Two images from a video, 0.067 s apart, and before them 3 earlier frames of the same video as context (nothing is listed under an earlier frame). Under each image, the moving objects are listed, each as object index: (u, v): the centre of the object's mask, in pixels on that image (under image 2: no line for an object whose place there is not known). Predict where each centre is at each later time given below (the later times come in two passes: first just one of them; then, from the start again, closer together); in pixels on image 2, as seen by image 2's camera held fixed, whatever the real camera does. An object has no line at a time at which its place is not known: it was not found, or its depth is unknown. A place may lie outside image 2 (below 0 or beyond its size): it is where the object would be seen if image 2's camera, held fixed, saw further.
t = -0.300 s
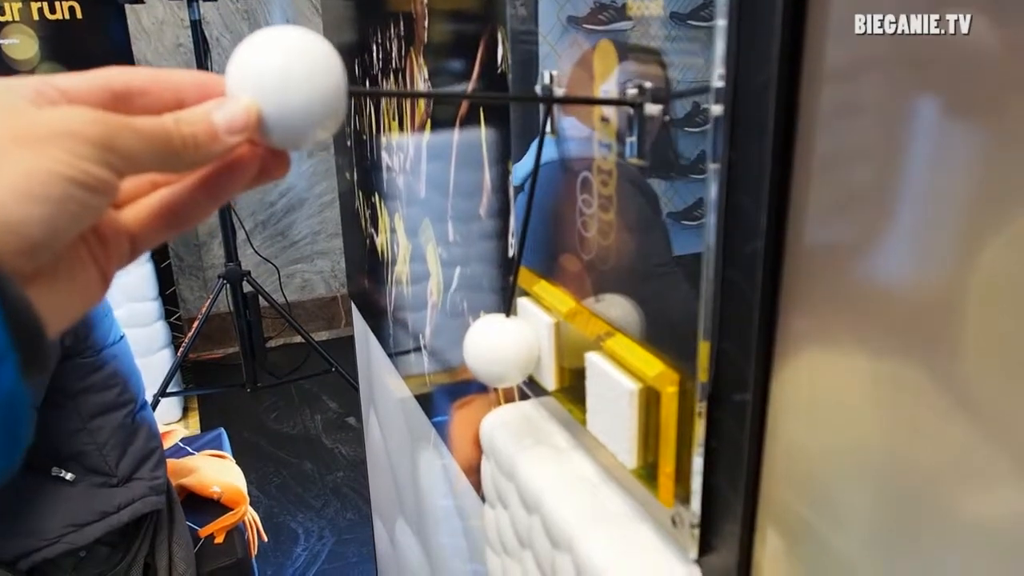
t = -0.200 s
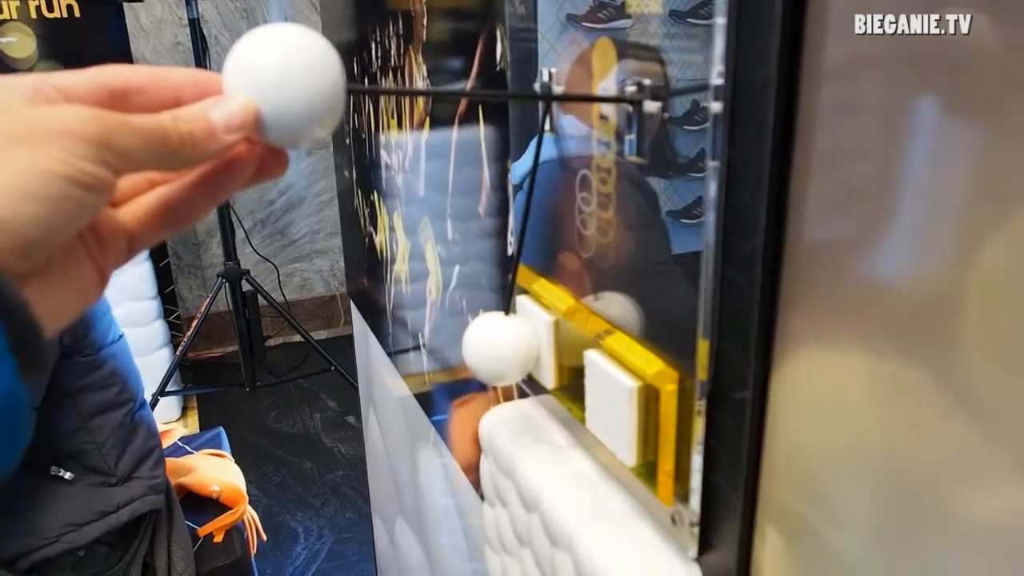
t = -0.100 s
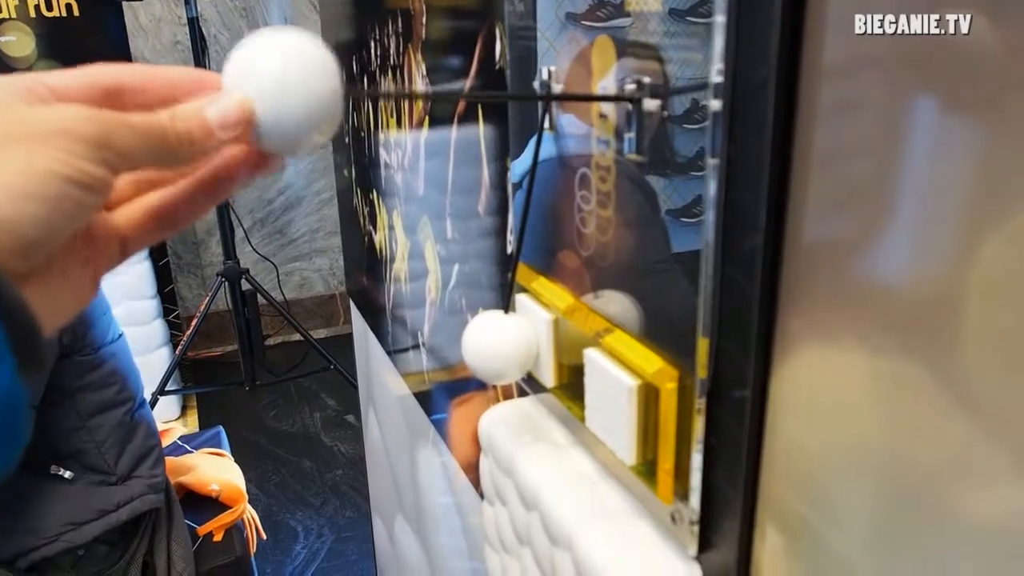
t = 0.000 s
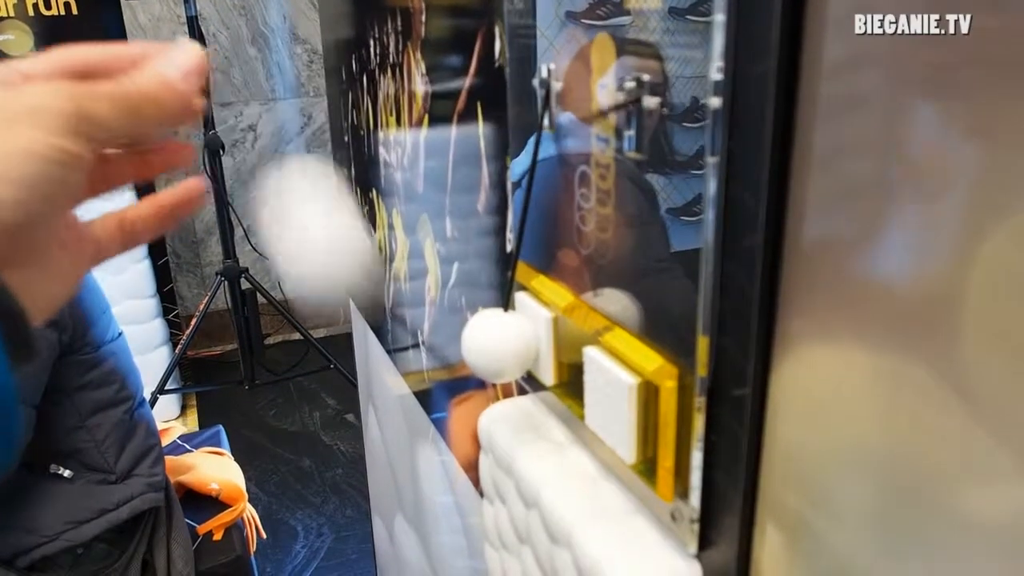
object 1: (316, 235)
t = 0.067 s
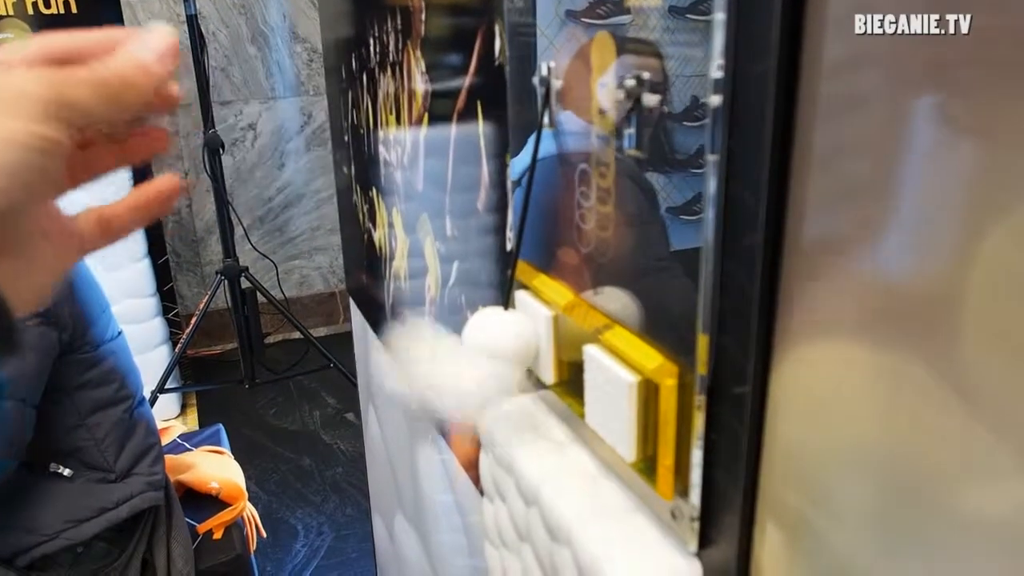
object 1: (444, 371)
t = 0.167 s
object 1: (453, 377)
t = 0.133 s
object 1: (519, 401)
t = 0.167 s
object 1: (453, 377)
